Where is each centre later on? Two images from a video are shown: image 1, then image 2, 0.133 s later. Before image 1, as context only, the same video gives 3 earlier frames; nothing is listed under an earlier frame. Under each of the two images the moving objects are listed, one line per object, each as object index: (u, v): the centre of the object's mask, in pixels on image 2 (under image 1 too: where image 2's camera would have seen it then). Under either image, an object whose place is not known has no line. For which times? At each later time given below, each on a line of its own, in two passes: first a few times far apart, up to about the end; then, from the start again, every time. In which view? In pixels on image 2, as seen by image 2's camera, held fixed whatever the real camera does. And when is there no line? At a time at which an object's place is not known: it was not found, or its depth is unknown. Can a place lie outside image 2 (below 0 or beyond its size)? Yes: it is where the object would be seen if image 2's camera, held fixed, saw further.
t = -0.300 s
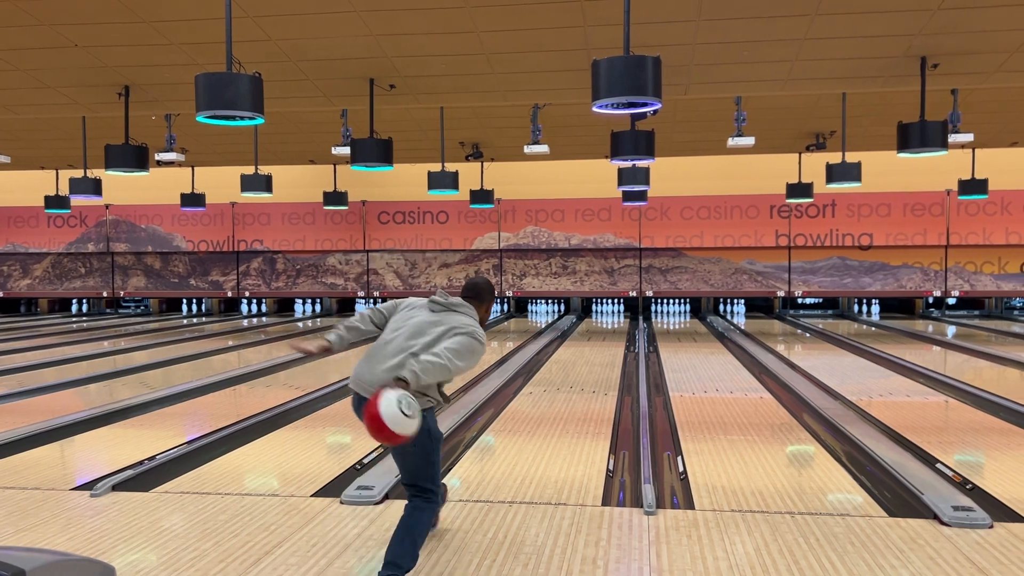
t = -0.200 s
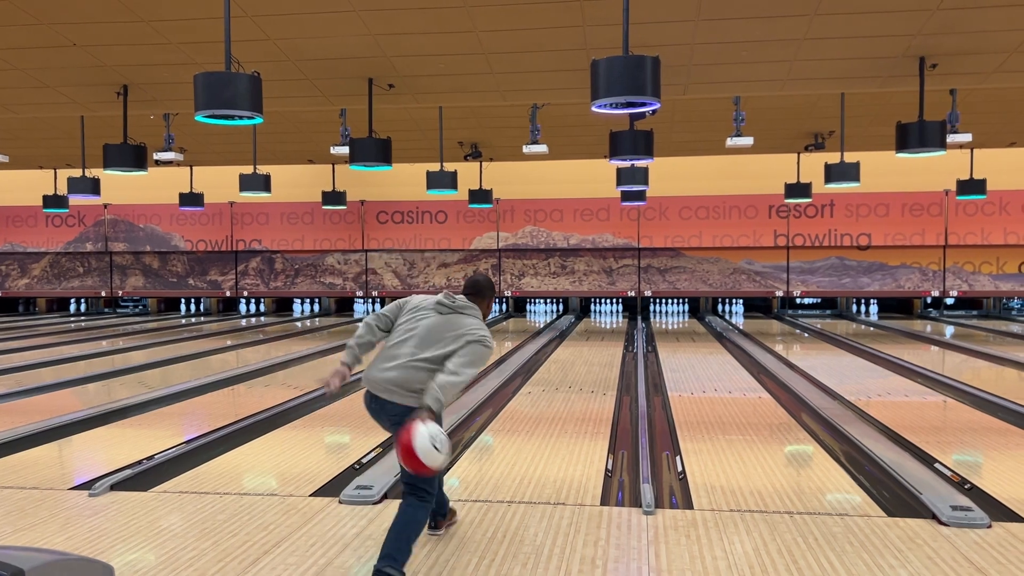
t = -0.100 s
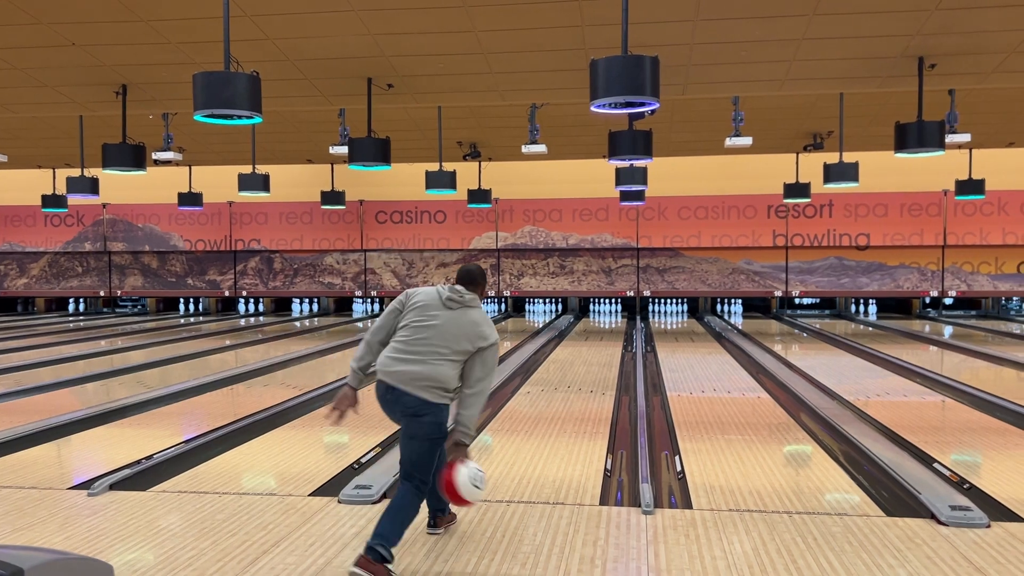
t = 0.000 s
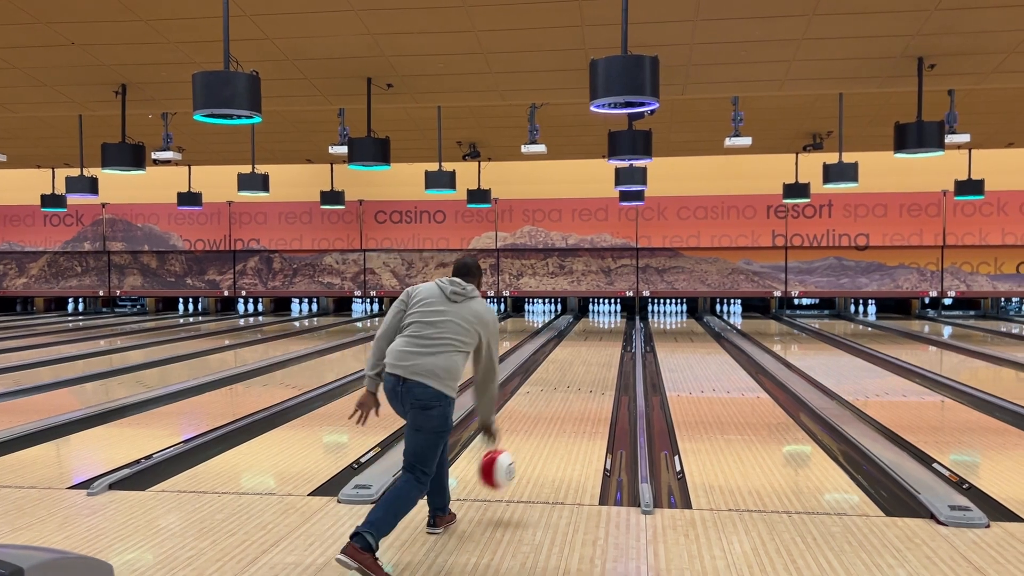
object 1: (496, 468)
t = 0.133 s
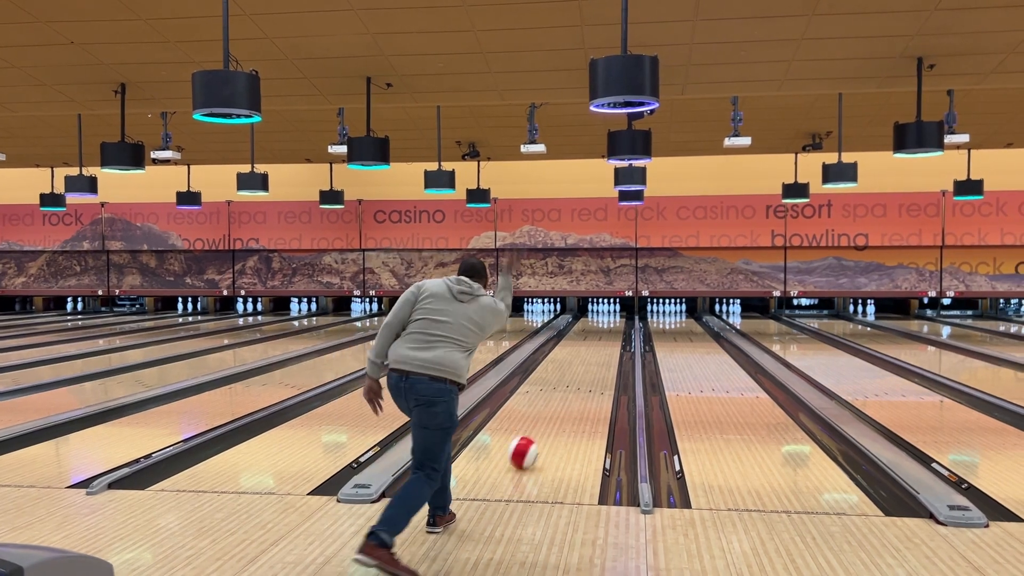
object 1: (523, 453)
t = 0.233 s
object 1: (537, 425)
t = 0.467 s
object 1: (560, 392)
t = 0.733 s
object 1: (576, 365)
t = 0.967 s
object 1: (586, 349)
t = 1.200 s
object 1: (593, 338)
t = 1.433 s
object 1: (598, 329)
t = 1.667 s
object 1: (602, 322)
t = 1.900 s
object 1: (606, 316)
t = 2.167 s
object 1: (610, 312)
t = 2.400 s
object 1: (618, 307)
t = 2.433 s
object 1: (620, 307)
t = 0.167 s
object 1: (528, 441)
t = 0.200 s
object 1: (533, 432)
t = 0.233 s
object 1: (537, 425)
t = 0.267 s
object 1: (542, 420)
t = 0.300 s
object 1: (545, 416)
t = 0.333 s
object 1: (548, 411)
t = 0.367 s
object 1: (552, 405)
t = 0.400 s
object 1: (555, 400)
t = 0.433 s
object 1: (557, 396)
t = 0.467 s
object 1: (560, 392)
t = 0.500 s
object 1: (562, 388)
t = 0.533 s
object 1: (565, 384)
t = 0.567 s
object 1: (567, 380)
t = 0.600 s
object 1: (569, 377)
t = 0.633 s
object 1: (571, 374)
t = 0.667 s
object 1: (573, 371)
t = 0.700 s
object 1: (574, 368)
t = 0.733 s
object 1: (576, 365)
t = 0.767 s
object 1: (578, 362)
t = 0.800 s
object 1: (579, 360)
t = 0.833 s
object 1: (581, 357)
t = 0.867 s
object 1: (582, 355)
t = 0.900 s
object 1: (584, 353)
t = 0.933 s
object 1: (585, 351)
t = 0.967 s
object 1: (586, 349)
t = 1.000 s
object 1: (587, 347)
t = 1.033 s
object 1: (588, 345)
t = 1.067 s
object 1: (589, 344)
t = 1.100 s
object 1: (590, 342)
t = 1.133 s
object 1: (591, 340)
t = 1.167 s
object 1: (592, 339)
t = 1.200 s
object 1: (593, 338)
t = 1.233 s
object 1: (594, 336)
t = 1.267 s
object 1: (595, 335)
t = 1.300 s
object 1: (595, 333)
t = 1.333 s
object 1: (596, 332)
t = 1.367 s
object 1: (597, 331)
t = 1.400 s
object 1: (598, 330)
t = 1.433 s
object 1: (598, 329)
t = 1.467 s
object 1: (599, 328)
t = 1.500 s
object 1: (600, 327)
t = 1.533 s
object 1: (600, 326)
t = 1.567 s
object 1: (601, 325)
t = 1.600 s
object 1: (601, 324)
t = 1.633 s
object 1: (601, 323)
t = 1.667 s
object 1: (602, 322)
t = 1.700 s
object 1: (603, 321)
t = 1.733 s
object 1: (604, 320)
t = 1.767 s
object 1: (604, 319)
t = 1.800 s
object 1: (605, 318)
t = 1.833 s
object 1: (606, 318)
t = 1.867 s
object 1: (606, 317)
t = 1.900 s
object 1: (606, 316)
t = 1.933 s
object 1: (606, 316)
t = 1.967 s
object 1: (607, 315)
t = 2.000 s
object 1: (607, 314)
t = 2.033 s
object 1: (607, 314)
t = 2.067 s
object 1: (608, 313)
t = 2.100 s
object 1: (609, 313)
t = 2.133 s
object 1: (609, 312)
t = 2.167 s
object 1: (610, 312)
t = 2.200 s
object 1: (610, 312)
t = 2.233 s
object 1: (611, 312)
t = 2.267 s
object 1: (612, 311)
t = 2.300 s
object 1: (613, 309)
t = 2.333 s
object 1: (615, 309)
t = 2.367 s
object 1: (616, 308)
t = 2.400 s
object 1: (618, 307)
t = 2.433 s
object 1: (620, 307)
